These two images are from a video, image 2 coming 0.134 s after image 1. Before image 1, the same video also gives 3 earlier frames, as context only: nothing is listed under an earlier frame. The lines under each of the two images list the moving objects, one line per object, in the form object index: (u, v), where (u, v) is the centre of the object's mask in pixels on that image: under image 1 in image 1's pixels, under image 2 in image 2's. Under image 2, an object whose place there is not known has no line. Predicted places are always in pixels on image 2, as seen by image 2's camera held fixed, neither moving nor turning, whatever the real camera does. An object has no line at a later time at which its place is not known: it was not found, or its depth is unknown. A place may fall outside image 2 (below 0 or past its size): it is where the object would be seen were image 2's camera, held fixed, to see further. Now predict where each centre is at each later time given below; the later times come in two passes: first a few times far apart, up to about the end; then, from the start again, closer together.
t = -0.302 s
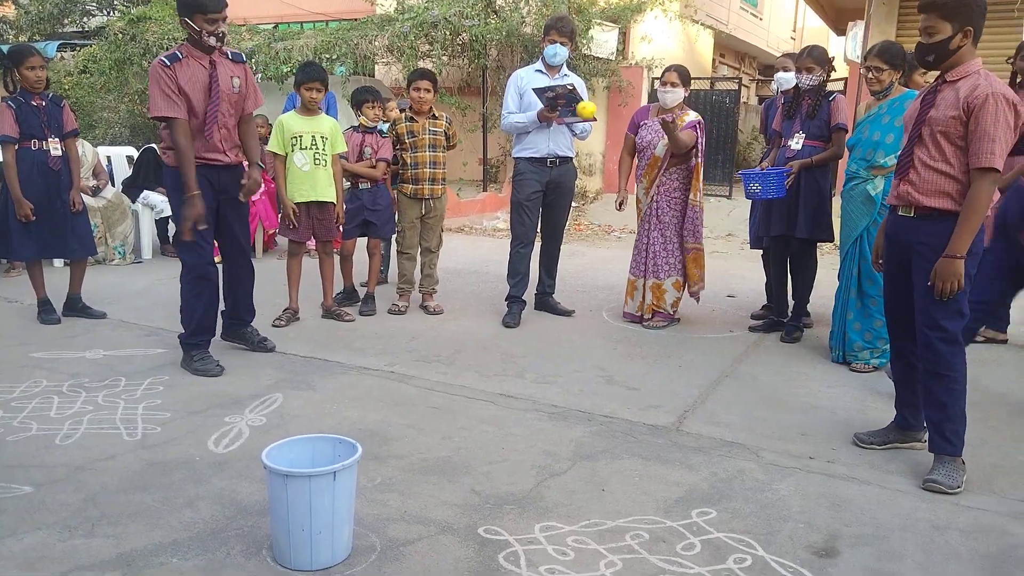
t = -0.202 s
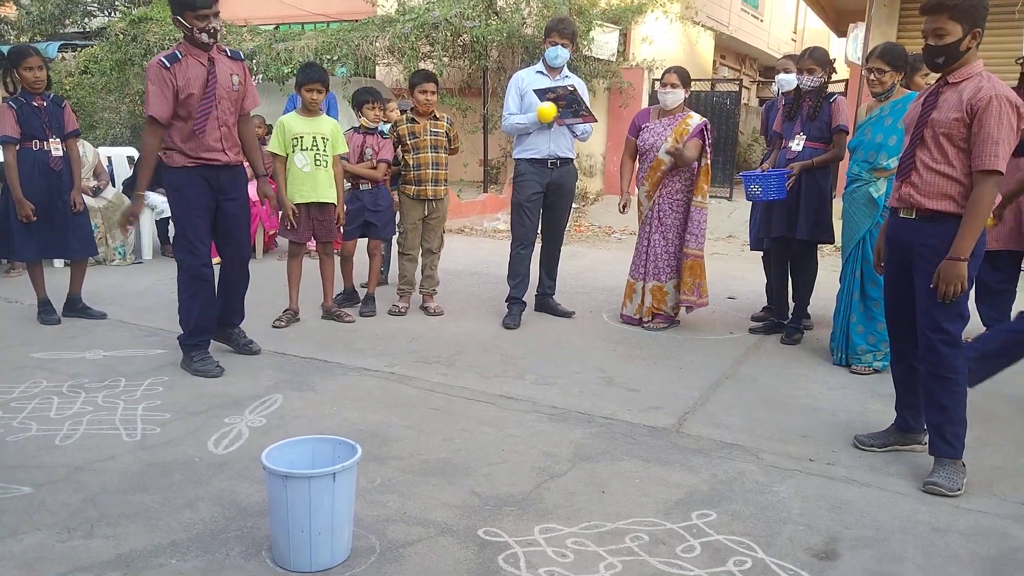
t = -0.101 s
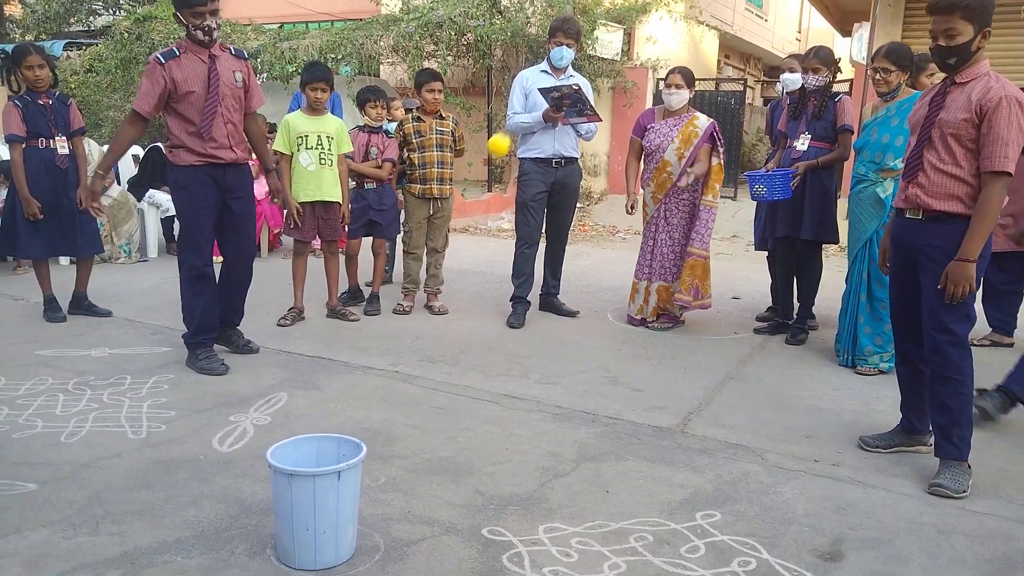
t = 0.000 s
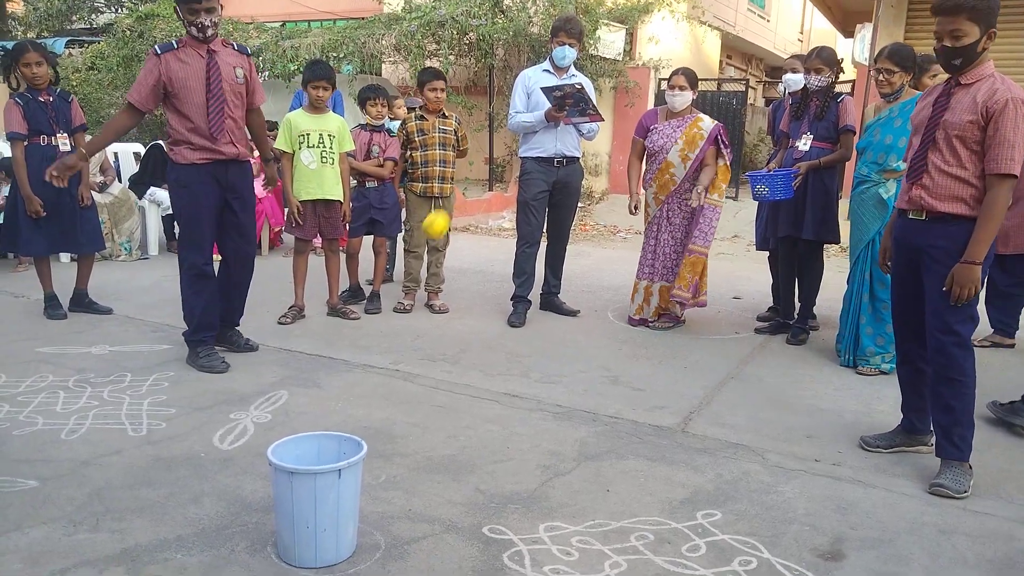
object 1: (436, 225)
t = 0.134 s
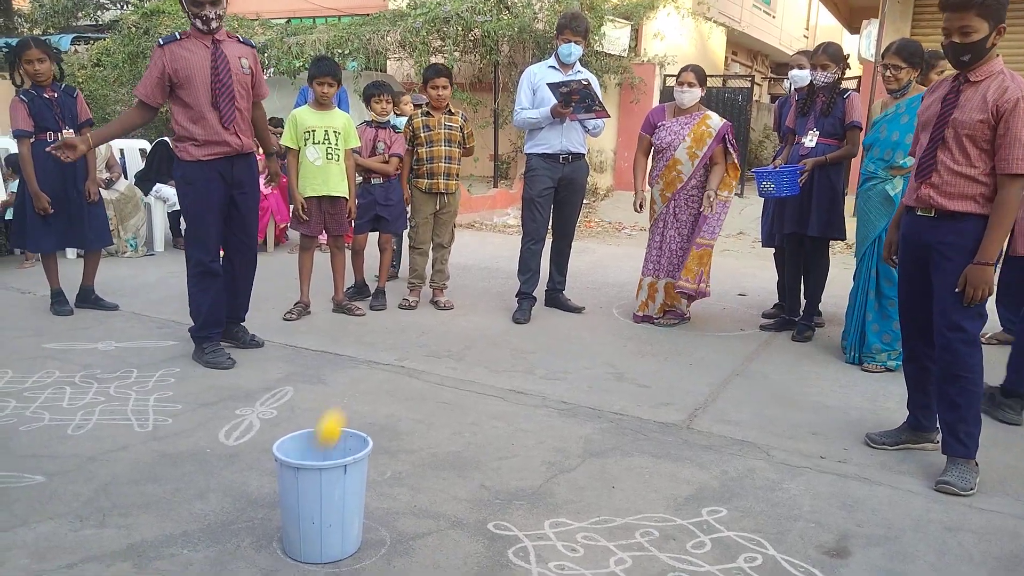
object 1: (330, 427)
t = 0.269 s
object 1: (338, 450)
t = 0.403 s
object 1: (299, 415)
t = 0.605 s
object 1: (246, 481)
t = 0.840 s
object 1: (236, 429)
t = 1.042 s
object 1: (230, 443)
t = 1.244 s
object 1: (225, 453)
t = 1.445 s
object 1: (219, 441)
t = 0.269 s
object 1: (338, 450)
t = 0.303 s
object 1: (329, 436)
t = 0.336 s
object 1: (319, 425)
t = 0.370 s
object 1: (309, 418)
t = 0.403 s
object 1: (299, 415)
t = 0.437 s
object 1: (290, 415)
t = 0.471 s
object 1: (281, 421)
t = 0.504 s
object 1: (271, 430)
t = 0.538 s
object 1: (261, 444)
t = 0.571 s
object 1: (254, 461)
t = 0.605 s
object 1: (246, 481)
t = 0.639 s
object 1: (242, 484)
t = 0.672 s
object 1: (241, 465)
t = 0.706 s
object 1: (240, 451)
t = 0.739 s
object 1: (238, 439)
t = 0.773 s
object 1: (237, 433)
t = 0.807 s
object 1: (236, 429)
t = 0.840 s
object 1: (236, 429)
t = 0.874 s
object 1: (235, 433)
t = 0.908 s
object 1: (234, 441)
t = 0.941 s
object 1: (234, 452)
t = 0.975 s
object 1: (233, 468)
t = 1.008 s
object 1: (232, 454)
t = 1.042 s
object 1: (230, 443)
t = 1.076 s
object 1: (230, 436)
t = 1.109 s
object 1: (228, 433)
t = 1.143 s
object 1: (228, 432)
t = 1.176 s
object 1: (227, 435)
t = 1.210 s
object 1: (226, 442)
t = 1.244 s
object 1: (225, 453)
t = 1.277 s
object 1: (224, 445)
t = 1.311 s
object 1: (223, 437)
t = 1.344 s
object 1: (221, 433)
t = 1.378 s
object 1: (220, 433)
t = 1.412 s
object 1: (219, 435)
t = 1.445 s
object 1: (219, 441)
